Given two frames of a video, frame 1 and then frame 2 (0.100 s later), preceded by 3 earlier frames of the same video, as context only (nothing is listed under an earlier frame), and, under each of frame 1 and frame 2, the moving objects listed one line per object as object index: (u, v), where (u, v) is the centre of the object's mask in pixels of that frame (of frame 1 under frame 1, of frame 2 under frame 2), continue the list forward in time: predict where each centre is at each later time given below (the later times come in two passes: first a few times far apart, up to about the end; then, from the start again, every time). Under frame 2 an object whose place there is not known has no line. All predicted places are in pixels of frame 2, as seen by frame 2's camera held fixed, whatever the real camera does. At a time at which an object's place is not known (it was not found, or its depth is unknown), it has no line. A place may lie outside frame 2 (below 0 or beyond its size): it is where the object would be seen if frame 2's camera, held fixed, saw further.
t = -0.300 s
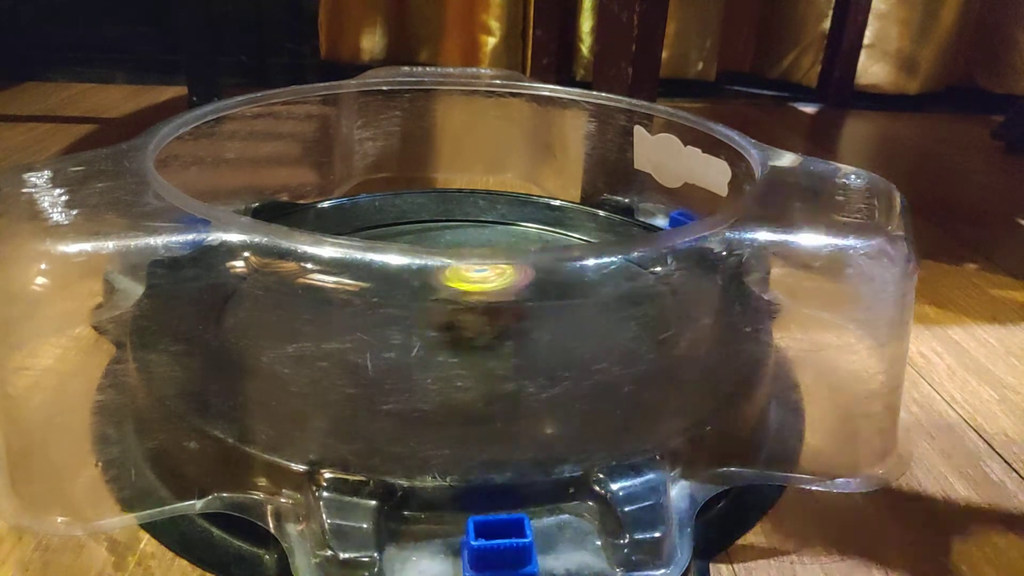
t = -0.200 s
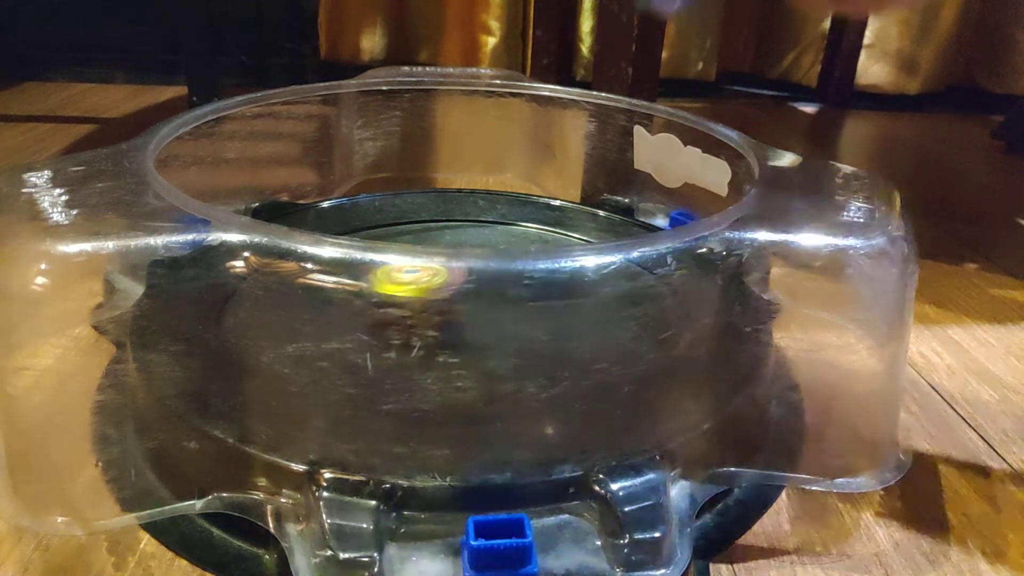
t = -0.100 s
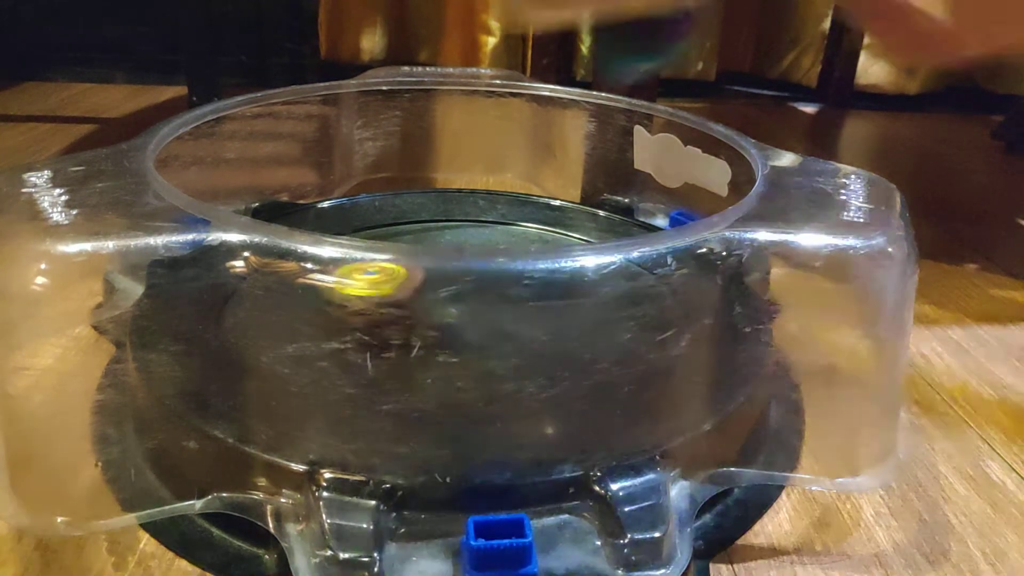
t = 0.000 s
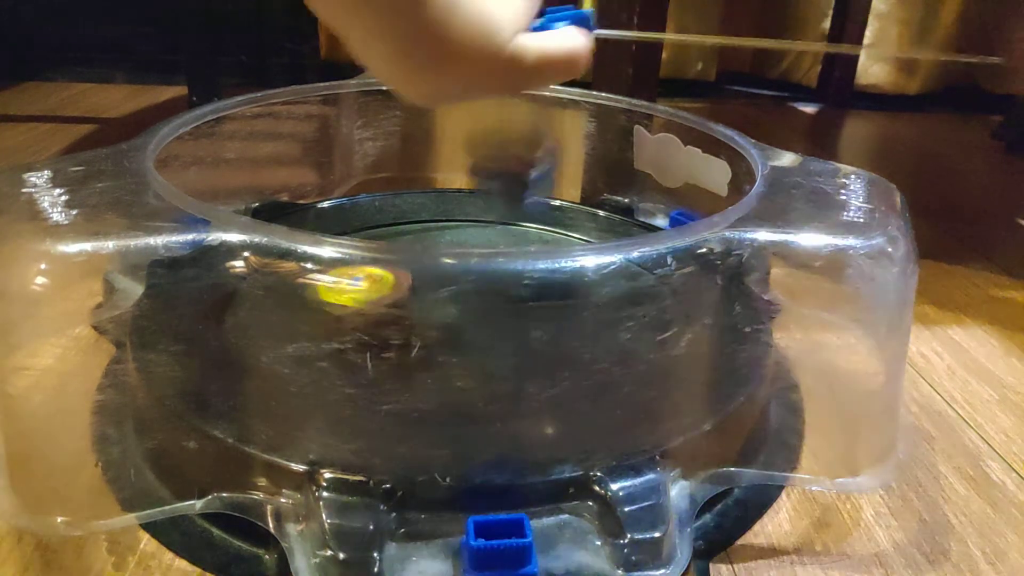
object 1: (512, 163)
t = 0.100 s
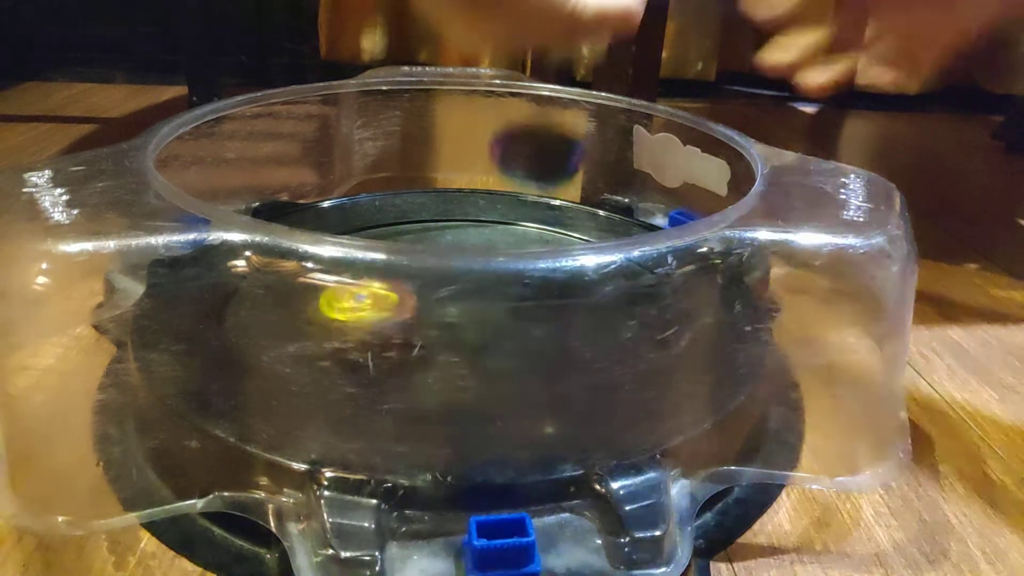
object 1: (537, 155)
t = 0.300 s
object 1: (571, 231)
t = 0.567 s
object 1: (676, 183)
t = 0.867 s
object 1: (426, 227)
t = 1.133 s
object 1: (323, 272)
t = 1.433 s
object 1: (441, 313)
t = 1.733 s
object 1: (538, 286)
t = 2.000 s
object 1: (523, 270)
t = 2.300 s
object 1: (448, 302)
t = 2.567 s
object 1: (465, 324)
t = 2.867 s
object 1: (507, 316)
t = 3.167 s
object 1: (439, 307)
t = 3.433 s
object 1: (469, 296)
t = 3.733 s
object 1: (443, 297)
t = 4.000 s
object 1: (458, 302)
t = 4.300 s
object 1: (470, 293)
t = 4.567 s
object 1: (449, 300)
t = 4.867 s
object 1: (455, 305)
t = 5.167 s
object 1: (467, 294)
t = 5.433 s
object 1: (444, 299)
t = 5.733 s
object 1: (473, 298)
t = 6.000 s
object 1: (445, 293)
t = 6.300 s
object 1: (463, 304)
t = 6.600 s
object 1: (458, 287)
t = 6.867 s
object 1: (463, 304)
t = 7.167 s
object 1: (450, 294)
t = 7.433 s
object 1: (465, 301)
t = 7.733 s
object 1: (456, 291)
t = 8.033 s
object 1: (458, 303)
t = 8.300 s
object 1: (457, 293)
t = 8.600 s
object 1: (459, 301)
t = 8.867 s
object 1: (455, 293)
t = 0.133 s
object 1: (547, 131)
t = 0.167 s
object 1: (555, 120)
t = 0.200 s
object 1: (564, 133)
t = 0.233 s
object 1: (572, 170)
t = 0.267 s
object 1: (575, 216)
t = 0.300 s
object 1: (571, 231)
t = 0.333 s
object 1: (565, 217)
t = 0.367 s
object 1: (556, 203)
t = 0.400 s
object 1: (544, 208)
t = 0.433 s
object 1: (531, 223)
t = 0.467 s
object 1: (543, 224)
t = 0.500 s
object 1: (590, 196)
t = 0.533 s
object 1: (632, 178)
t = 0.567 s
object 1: (676, 183)
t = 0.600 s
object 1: (666, 198)
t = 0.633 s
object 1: (639, 212)
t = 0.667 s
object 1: (616, 197)
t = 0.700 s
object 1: (588, 194)
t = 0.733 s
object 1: (552, 202)
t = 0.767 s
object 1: (512, 225)
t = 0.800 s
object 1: (485, 227)
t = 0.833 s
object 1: (458, 226)
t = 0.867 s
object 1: (426, 227)
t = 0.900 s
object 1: (402, 226)
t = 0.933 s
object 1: (379, 225)
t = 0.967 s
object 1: (359, 224)
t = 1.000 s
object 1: (348, 224)
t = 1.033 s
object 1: (328, 240)
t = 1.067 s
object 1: (320, 250)
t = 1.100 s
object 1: (317, 263)
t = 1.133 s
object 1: (323, 272)
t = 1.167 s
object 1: (332, 277)
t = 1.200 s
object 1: (343, 284)
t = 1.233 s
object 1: (355, 289)
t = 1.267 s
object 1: (365, 292)
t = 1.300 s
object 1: (379, 296)
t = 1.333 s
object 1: (392, 300)
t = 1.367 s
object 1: (408, 306)
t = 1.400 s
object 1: (423, 311)
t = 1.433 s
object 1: (441, 313)
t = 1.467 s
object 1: (459, 315)
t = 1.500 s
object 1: (476, 315)
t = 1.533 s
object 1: (493, 313)
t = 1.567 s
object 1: (505, 309)
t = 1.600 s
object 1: (517, 304)
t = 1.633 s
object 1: (525, 300)
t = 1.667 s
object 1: (533, 296)
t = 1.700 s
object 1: (536, 292)
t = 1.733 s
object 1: (538, 286)
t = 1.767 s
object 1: (537, 284)
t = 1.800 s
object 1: (536, 281)
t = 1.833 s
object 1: (534, 278)
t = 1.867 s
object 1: (534, 271)
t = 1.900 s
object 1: (532, 269)
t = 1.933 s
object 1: (529, 269)
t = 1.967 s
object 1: (527, 266)
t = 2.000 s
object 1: (523, 270)
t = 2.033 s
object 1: (519, 271)
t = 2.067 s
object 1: (514, 278)
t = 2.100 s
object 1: (509, 281)
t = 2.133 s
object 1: (501, 282)
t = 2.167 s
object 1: (492, 285)
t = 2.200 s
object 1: (480, 291)
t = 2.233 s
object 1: (470, 295)
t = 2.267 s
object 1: (458, 299)
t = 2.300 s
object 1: (448, 302)
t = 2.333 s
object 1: (439, 304)
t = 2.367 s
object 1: (434, 306)
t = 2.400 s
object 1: (432, 308)
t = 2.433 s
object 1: (434, 310)
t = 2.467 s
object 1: (438, 314)
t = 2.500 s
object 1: (443, 317)
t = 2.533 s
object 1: (454, 322)
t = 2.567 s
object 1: (465, 324)
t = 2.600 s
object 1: (477, 324)
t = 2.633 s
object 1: (488, 325)
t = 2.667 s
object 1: (496, 323)
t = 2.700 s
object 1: (503, 322)
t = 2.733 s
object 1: (508, 321)
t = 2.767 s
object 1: (510, 320)
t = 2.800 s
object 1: (511, 317)
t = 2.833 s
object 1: (510, 317)
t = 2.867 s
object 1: (507, 316)
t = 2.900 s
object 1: (500, 315)
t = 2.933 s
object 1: (491, 314)
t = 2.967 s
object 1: (478, 314)
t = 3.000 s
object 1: (466, 314)
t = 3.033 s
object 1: (456, 313)
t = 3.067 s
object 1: (449, 311)
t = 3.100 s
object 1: (444, 310)
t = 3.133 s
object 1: (441, 308)
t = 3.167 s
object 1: (439, 307)
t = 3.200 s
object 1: (440, 304)
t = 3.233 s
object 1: (443, 302)
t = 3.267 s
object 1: (447, 301)
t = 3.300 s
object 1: (452, 299)
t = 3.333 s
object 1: (458, 297)
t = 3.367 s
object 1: (464, 296)
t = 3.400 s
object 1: (467, 295)
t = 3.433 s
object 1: (469, 296)
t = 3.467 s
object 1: (467, 297)
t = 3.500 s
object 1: (462, 297)
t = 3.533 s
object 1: (455, 298)
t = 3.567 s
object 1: (450, 300)
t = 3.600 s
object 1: (445, 301)
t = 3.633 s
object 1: (442, 301)
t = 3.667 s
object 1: (440, 300)
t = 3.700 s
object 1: (440, 298)
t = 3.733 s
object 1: (443, 297)
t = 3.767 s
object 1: (451, 295)
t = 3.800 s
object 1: (460, 294)
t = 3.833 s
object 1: (468, 294)
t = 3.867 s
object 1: (474, 294)
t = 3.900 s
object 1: (475, 295)
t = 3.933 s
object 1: (473, 296)
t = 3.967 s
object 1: (465, 298)
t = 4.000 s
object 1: (458, 302)
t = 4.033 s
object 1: (451, 303)
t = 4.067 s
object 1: (446, 302)
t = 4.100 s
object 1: (443, 300)
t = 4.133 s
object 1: (445, 299)
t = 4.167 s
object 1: (451, 298)
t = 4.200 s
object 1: (456, 295)
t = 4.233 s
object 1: (462, 294)
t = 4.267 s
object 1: (467, 293)
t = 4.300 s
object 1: (470, 293)
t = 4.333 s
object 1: (474, 295)
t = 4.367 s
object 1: (475, 298)
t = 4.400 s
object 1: (472, 301)
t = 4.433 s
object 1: (465, 304)
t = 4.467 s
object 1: (457, 304)
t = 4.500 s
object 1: (450, 304)
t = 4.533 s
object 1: (449, 301)
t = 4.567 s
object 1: (449, 300)
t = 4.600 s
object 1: (452, 297)
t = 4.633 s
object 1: (458, 294)
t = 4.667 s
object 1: (465, 289)
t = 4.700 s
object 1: (470, 289)
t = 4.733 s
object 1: (473, 289)
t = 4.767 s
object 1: (473, 296)
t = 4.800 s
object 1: (468, 300)
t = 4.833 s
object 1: (462, 302)
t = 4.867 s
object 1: (455, 305)
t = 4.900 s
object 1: (448, 306)
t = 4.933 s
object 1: (442, 307)
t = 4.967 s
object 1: (437, 305)
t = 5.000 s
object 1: (436, 303)
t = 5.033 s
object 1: (438, 301)
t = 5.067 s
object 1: (441, 300)
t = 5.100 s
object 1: (447, 299)
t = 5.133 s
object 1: (458, 297)
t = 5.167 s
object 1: (467, 294)
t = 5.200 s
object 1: (473, 292)
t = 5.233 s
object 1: (477, 291)
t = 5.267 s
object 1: (476, 294)
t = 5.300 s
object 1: (473, 296)
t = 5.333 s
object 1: (466, 296)
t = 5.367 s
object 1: (456, 298)
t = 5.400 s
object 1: (448, 299)
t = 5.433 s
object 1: (444, 299)
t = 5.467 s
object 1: (441, 299)
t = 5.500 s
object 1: (442, 299)
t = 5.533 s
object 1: (445, 298)
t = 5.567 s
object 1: (450, 297)
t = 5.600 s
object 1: (456, 296)
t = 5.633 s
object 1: (462, 295)
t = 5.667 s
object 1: (470, 296)
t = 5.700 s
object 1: (474, 297)
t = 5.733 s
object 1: (473, 298)
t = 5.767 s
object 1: (470, 300)
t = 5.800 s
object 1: (465, 302)
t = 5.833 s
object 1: (457, 304)
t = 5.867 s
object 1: (451, 304)
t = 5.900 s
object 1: (446, 300)
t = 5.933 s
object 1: (442, 298)
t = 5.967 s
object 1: (442, 295)
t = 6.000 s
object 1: (445, 293)
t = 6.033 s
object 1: (454, 292)
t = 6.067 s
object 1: (461, 291)
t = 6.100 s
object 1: (467, 287)
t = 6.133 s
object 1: (473, 290)
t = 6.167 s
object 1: (476, 295)
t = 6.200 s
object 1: (474, 298)
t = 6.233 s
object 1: (472, 301)
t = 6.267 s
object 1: (468, 303)
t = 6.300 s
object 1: (463, 304)
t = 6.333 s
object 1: (457, 305)
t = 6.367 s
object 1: (453, 305)
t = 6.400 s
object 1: (449, 304)
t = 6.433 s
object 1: (447, 301)
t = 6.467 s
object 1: (447, 298)
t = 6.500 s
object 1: (448, 295)
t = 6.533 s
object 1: (451, 293)
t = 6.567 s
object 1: (453, 290)
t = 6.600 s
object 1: (458, 287)
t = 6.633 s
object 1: (461, 287)
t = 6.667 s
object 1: (465, 287)
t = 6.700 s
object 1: (468, 288)
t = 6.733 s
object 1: (470, 294)
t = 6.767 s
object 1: (470, 297)
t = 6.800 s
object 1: (469, 300)
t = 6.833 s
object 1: (467, 303)
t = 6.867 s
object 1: (463, 304)
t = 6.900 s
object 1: (458, 306)
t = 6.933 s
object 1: (454, 305)
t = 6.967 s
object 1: (450, 305)
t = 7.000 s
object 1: (446, 304)
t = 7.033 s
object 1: (443, 302)
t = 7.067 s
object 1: (443, 300)
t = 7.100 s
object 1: (443, 298)
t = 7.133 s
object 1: (446, 296)
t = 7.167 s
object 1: (450, 294)
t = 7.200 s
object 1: (456, 293)
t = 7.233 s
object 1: (463, 291)
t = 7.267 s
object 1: (466, 293)
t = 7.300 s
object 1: (467, 295)
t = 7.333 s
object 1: (469, 296)
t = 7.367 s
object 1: (468, 298)
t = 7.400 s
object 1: (467, 300)
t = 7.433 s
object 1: (465, 301)
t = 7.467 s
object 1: (461, 301)
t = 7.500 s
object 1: (456, 302)
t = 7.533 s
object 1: (452, 301)
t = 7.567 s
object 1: (448, 300)
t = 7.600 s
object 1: (446, 298)
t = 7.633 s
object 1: (446, 297)
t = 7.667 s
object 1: (447, 295)
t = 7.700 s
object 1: (451, 294)
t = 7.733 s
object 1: (456, 291)
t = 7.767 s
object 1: (461, 289)
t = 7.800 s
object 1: (465, 291)
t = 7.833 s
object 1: (467, 293)
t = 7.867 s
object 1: (468, 295)
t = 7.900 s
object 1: (468, 297)
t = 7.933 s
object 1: (468, 298)
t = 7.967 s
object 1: (465, 300)
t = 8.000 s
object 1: (462, 301)
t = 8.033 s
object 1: (458, 303)
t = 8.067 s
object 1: (455, 302)
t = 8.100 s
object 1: (453, 300)
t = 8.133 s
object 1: (451, 299)
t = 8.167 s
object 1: (450, 297)
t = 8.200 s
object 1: (450, 296)
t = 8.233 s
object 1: (452, 294)
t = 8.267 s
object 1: (454, 294)
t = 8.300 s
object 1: (457, 293)
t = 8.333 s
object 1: (460, 293)
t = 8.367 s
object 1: (461, 294)
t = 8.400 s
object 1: (463, 295)
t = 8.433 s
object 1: (465, 296)
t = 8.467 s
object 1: (465, 297)
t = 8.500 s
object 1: (465, 298)
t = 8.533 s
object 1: (464, 301)
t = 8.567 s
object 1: (462, 300)
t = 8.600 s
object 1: (459, 301)
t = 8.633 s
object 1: (455, 300)
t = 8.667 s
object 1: (451, 300)
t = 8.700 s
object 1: (448, 298)
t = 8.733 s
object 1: (447, 296)
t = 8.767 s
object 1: (447, 295)
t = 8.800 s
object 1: (449, 294)
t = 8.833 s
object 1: (451, 293)
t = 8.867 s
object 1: (455, 293)
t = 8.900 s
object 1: (459, 293)
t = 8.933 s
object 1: (463, 293)
